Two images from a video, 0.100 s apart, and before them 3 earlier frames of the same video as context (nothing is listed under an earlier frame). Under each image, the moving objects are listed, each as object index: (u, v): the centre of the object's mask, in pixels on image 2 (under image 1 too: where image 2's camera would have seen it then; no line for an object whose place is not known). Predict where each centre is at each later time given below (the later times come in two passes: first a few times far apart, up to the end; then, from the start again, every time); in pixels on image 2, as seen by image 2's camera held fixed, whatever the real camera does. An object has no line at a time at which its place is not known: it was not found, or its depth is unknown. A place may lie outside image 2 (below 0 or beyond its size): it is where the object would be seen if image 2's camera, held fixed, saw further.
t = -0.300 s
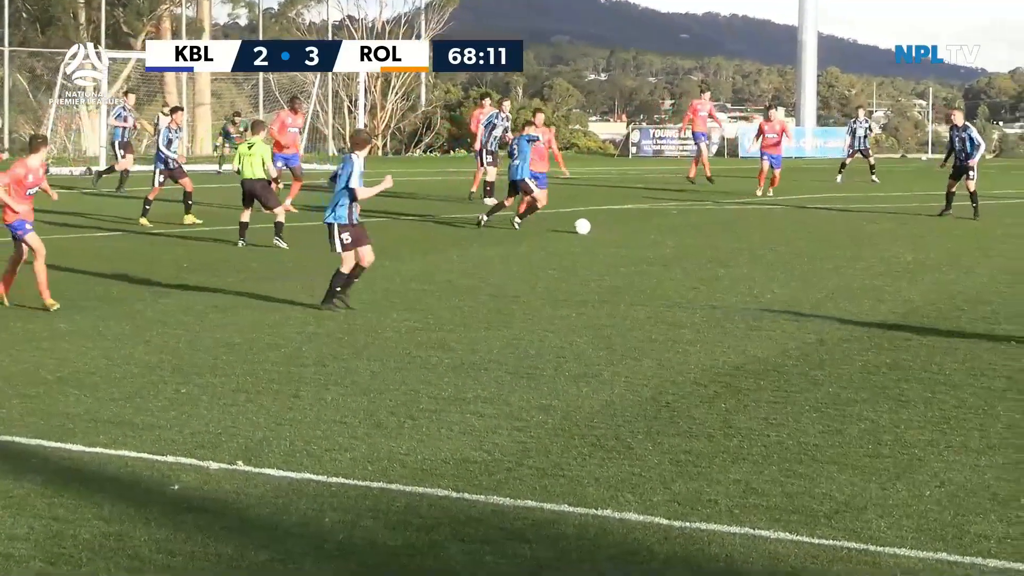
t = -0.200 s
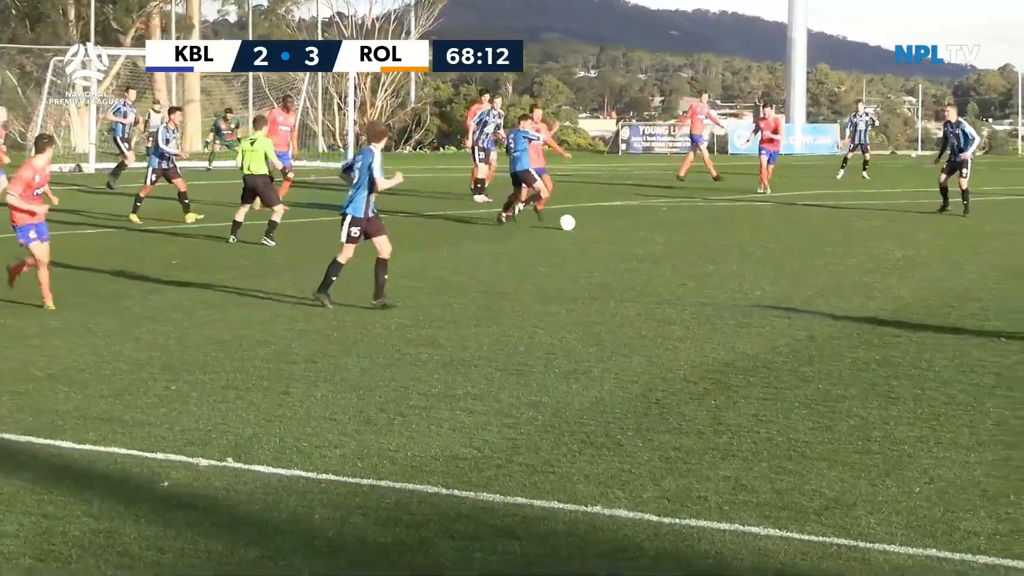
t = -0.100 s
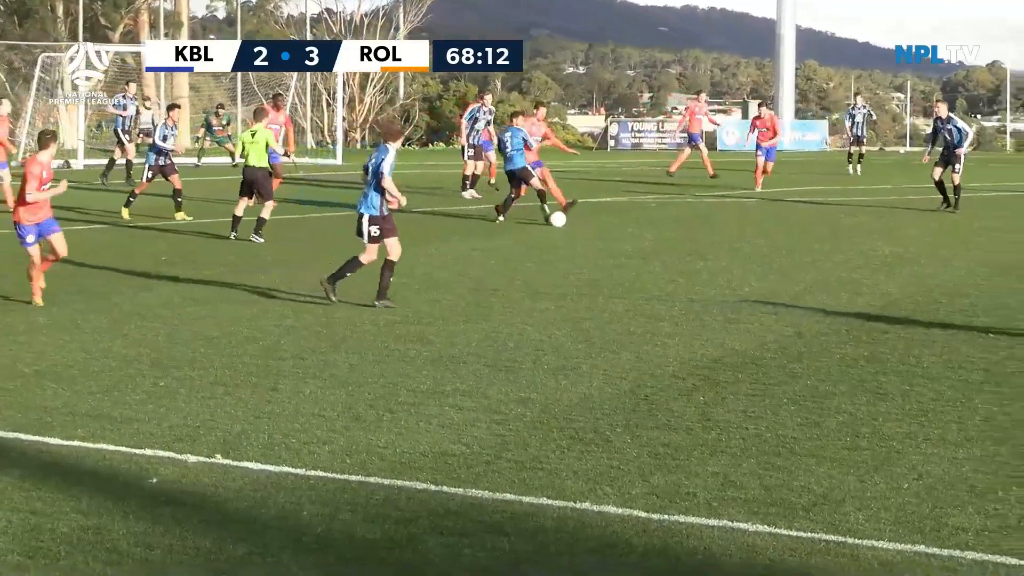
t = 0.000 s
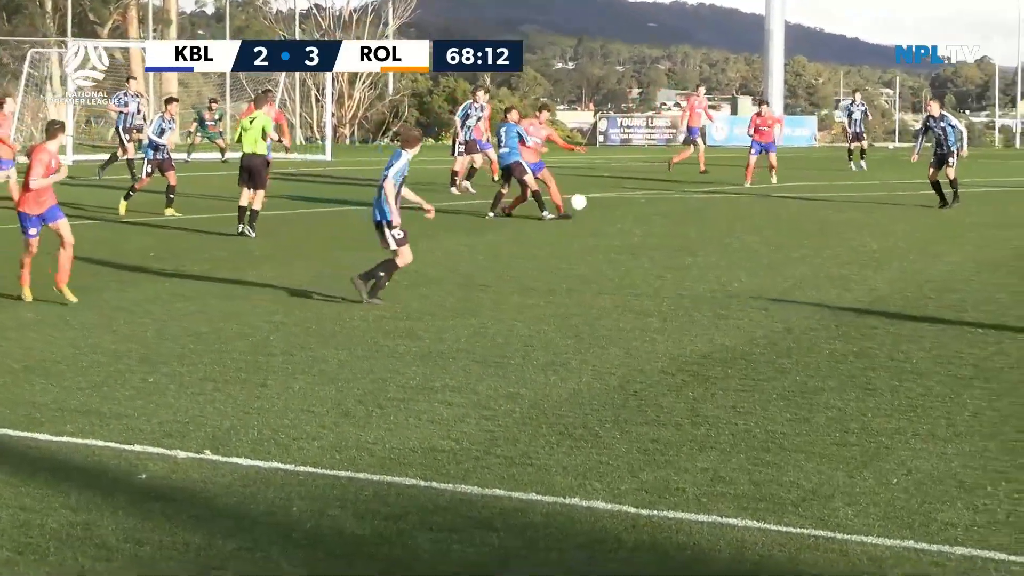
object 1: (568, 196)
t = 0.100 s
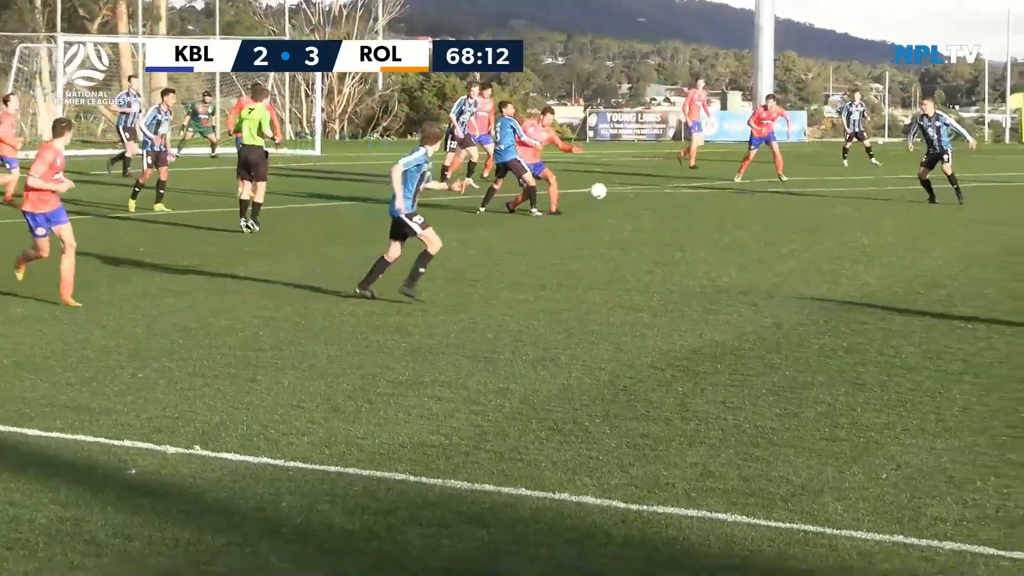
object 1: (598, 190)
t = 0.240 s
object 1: (641, 194)
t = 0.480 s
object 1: (703, 202)
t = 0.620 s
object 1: (733, 203)
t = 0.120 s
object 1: (605, 190)
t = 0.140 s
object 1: (611, 190)
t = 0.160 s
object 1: (617, 190)
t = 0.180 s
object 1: (623, 190)
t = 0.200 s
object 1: (629, 191)
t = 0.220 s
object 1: (635, 192)
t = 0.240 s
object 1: (641, 194)
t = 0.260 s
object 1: (647, 196)
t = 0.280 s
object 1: (652, 198)
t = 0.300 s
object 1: (658, 200)
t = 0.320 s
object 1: (664, 203)
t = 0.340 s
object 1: (669, 205)
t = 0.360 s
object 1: (675, 208)
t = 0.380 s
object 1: (681, 210)
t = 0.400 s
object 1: (685, 208)
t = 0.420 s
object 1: (690, 206)
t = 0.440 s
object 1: (694, 205)
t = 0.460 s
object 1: (699, 203)
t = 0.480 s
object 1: (703, 202)
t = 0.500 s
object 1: (707, 201)
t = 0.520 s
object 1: (712, 201)
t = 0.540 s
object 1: (716, 201)
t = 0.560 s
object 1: (720, 201)
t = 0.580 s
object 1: (725, 202)
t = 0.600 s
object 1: (729, 202)
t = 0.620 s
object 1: (733, 203)
